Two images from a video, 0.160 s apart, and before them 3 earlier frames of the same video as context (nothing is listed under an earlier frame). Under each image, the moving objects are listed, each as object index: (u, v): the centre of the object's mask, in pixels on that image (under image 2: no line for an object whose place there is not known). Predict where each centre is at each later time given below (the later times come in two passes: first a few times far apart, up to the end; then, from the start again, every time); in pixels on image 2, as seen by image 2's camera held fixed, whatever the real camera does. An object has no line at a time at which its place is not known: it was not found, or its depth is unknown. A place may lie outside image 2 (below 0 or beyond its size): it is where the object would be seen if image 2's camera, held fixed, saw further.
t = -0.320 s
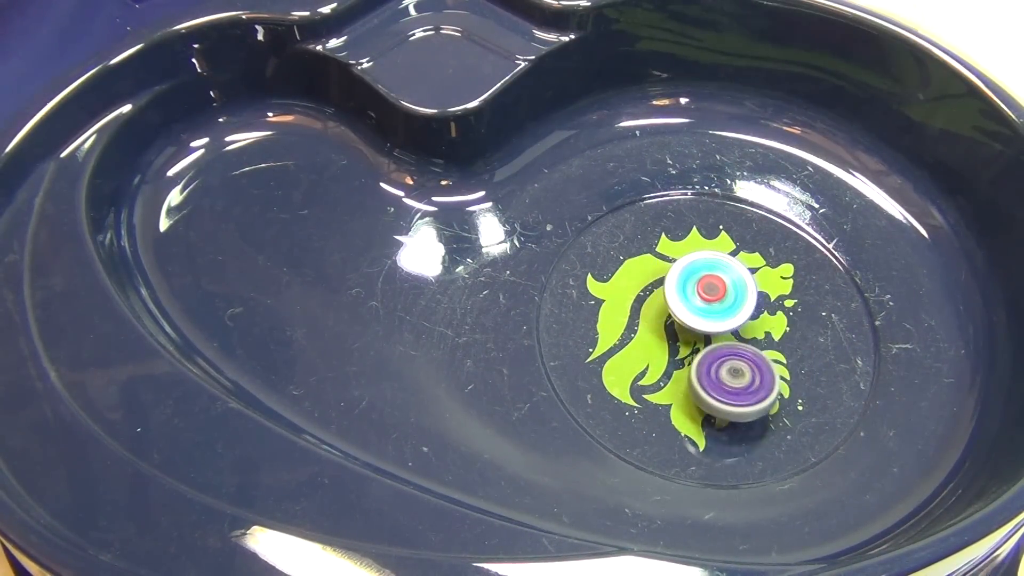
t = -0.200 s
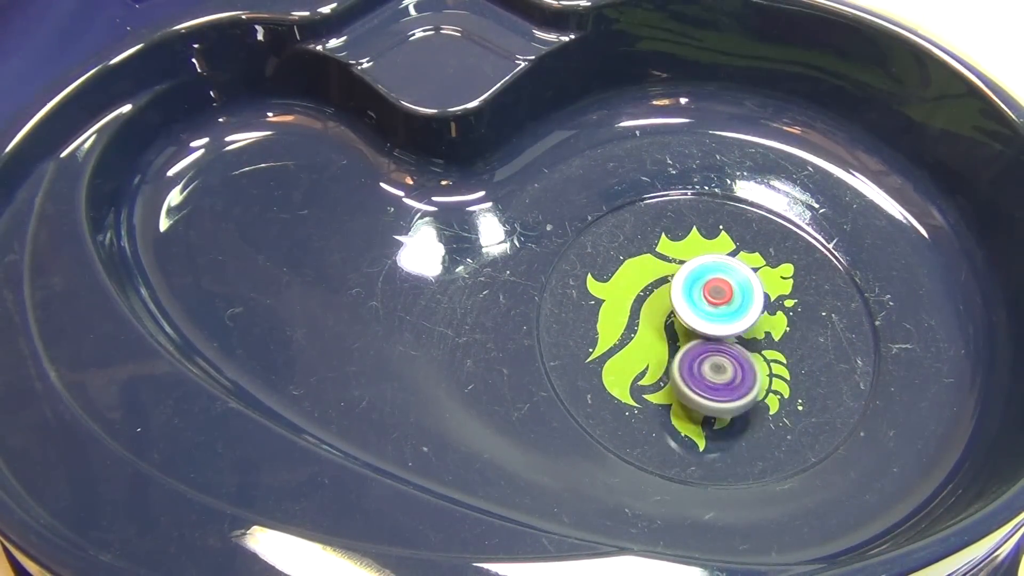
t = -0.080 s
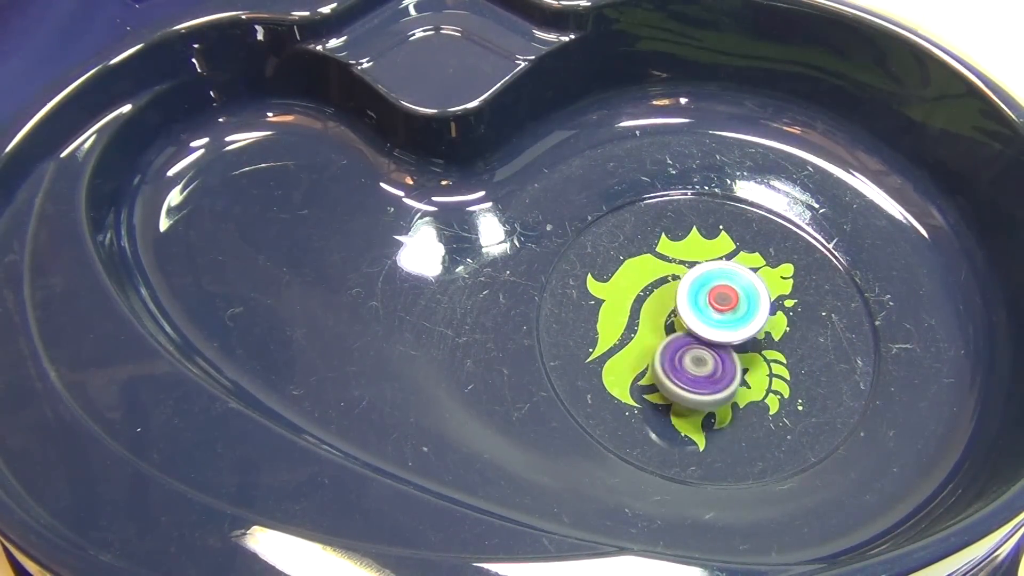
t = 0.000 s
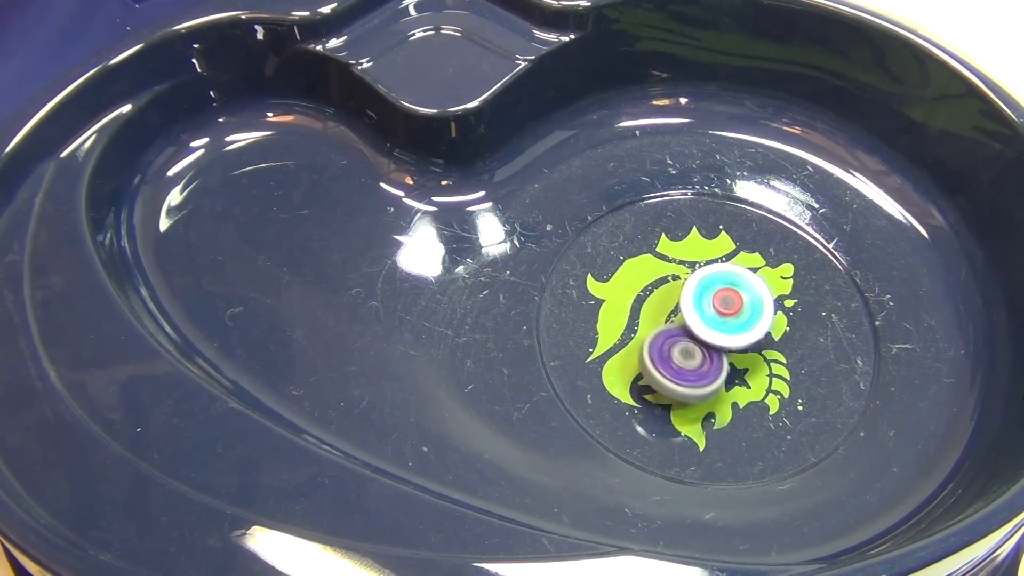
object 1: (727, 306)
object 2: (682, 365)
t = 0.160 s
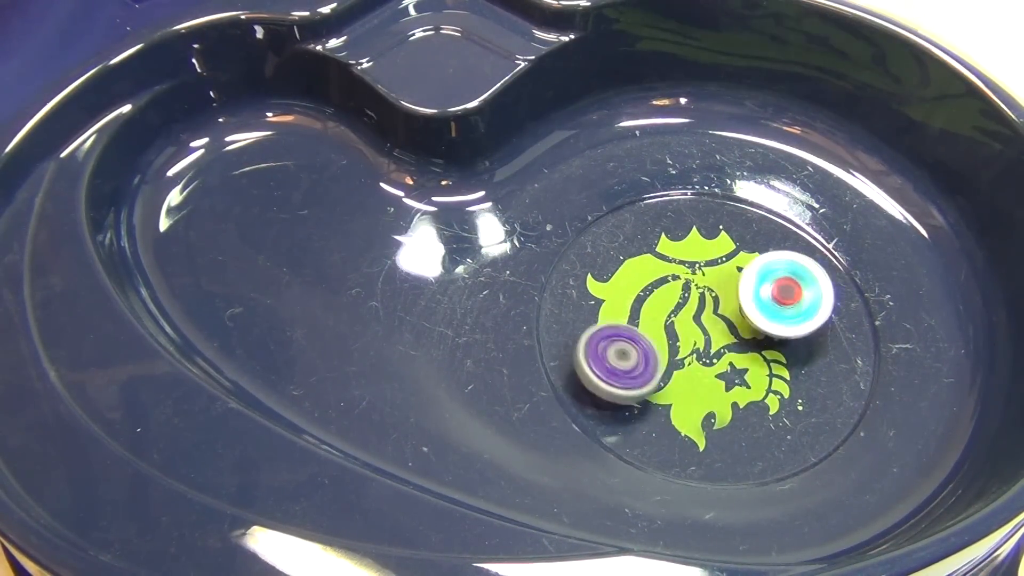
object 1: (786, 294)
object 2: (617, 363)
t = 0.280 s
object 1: (805, 293)
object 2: (603, 344)
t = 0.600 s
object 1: (818, 299)
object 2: (619, 297)
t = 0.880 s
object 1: (795, 322)
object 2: (661, 265)
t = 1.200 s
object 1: (734, 332)
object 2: (721, 254)
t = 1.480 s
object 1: (680, 314)
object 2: (770, 270)
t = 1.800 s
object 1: (654, 282)
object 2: (799, 309)
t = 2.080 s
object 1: (661, 267)
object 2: (794, 348)
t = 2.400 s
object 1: (695, 273)
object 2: (756, 386)
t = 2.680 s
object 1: (725, 302)
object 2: (704, 392)
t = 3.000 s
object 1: (747, 337)
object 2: (636, 365)
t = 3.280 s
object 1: (747, 347)
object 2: (610, 319)
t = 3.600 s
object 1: (717, 340)
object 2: (627, 275)
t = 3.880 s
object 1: (694, 318)
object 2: (666, 251)
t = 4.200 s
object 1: (690, 292)
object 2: (733, 253)
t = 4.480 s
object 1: (705, 284)
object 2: (774, 293)
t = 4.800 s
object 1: (725, 295)
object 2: (792, 341)
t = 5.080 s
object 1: (731, 316)
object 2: (778, 379)
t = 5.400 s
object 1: (712, 326)
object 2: (729, 402)
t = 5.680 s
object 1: (690, 321)
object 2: (676, 392)
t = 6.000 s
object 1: (685, 295)
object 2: (623, 352)
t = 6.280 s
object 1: (694, 282)
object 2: (609, 305)
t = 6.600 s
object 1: (716, 287)
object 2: (633, 264)
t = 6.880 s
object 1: (727, 307)
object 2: (678, 250)
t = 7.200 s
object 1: (718, 328)
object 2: (740, 266)
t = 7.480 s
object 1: (698, 330)
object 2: (775, 310)
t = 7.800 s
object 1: (680, 314)
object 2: (777, 362)
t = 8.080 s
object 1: (684, 297)
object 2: (748, 392)
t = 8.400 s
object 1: (705, 293)
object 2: (692, 392)
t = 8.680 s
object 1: (723, 305)
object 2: (648, 358)
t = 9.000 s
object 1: (724, 327)
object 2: (627, 305)
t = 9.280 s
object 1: (708, 334)
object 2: (645, 267)
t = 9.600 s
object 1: (688, 321)
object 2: (694, 249)
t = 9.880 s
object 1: (686, 302)
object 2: (744, 266)
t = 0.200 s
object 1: (794, 293)
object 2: (609, 358)
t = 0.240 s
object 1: (800, 293)
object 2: (605, 351)
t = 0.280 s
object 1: (805, 293)
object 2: (603, 344)
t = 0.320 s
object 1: (808, 293)
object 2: (603, 338)
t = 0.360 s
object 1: (811, 293)
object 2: (603, 332)
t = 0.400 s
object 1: (813, 293)
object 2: (604, 327)
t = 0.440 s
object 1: (815, 293)
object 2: (605, 320)
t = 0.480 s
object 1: (816, 294)
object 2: (608, 314)
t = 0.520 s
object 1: (817, 295)
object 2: (611, 308)
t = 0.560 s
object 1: (818, 297)
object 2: (615, 302)
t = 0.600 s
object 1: (818, 299)
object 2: (619, 297)
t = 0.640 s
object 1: (817, 302)
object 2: (623, 291)
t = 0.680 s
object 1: (815, 305)
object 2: (628, 286)
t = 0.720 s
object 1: (813, 309)
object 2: (634, 281)
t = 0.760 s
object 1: (809, 312)
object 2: (640, 277)
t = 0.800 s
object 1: (806, 315)
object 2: (647, 272)
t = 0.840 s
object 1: (801, 318)
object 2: (653, 268)
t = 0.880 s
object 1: (795, 322)
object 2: (661, 265)
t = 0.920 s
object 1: (789, 324)
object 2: (667, 262)
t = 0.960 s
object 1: (783, 326)
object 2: (675, 259)
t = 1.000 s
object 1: (776, 328)
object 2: (682, 257)
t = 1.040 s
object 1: (768, 330)
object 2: (689, 256)
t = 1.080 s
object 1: (759, 332)
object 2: (697, 255)
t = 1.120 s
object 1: (751, 333)
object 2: (706, 255)
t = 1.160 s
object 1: (742, 333)
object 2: (713, 254)
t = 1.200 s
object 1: (734, 332)
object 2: (721, 254)
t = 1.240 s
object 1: (725, 331)
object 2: (729, 255)
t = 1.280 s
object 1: (716, 329)
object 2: (735, 256)
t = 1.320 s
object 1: (709, 327)
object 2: (742, 259)
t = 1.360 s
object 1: (701, 325)
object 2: (750, 261)
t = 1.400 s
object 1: (693, 321)
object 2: (757, 264)
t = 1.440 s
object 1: (686, 318)
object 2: (764, 267)
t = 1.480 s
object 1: (680, 314)
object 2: (770, 270)
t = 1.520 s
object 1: (674, 310)
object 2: (775, 274)
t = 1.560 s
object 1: (669, 305)
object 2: (779, 278)
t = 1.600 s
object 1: (665, 301)
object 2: (784, 283)
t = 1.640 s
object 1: (662, 297)
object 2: (788, 288)
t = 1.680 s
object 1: (658, 293)
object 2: (792, 293)
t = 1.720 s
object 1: (656, 289)
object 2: (795, 298)
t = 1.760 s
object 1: (655, 285)
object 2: (797, 303)
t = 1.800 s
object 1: (654, 282)
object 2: (799, 309)
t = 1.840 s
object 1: (653, 278)
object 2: (800, 315)
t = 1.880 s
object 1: (653, 276)
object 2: (801, 321)
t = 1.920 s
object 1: (653, 274)
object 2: (801, 327)
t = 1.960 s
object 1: (654, 272)
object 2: (800, 333)
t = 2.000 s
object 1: (656, 270)
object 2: (798, 338)
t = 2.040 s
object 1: (658, 268)
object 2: (797, 343)
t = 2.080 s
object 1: (661, 267)
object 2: (794, 348)
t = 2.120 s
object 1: (664, 266)
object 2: (791, 354)
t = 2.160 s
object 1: (668, 265)
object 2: (787, 360)
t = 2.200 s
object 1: (672, 265)
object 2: (782, 366)
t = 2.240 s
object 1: (676, 266)
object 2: (778, 371)
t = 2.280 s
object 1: (681, 267)
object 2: (773, 376)
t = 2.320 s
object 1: (686, 268)
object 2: (769, 380)
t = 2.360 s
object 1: (690, 270)
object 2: (762, 383)
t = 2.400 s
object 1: (695, 273)
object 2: (756, 386)
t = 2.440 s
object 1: (700, 276)
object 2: (748, 388)
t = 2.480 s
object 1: (705, 279)
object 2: (741, 391)
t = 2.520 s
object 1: (710, 283)
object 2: (733, 393)
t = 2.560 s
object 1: (714, 287)
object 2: (726, 394)
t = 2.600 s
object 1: (718, 292)
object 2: (719, 394)
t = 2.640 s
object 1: (722, 297)
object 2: (711, 393)
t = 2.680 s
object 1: (725, 302)
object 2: (704, 392)
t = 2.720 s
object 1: (728, 307)
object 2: (696, 390)
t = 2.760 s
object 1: (731, 312)
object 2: (687, 388)
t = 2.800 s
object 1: (732, 318)
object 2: (679, 386)
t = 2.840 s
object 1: (733, 323)
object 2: (673, 384)
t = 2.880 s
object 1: (734, 328)
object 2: (666, 379)
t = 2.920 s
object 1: (734, 333)
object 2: (659, 374)
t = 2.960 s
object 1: (739, 335)
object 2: (647, 370)
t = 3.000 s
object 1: (747, 337)
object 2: (636, 365)
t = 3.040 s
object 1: (753, 340)
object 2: (628, 358)
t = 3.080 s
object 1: (755, 343)
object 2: (621, 351)
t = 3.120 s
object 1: (754, 345)
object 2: (617, 344)
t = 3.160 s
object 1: (753, 345)
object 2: (614, 338)
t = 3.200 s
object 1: (751, 346)
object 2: (612, 332)
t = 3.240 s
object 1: (749, 346)
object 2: (611, 325)
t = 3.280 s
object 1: (747, 347)
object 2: (610, 319)
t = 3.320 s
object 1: (744, 347)
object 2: (610, 312)
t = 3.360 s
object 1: (741, 348)
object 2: (611, 307)
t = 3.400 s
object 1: (737, 347)
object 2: (613, 301)
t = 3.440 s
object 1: (734, 347)
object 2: (615, 295)
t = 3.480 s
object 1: (730, 346)
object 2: (617, 290)
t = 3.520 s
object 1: (726, 345)
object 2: (620, 285)
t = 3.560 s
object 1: (722, 343)
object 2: (623, 280)
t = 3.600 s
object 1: (717, 340)
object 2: (627, 275)
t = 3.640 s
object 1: (713, 338)
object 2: (632, 270)
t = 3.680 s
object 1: (710, 335)
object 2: (637, 267)
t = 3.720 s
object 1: (706, 332)
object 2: (642, 264)
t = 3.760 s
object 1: (702, 329)
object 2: (647, 261)
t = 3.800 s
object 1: (700, 325)
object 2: (653, 257)
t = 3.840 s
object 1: (697, 322)
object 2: (659, 254)
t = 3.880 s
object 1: (694, 318)
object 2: (666, 251)
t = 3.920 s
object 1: (692, 314)
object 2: (673, 248)
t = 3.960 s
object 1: (691, 310)
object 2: (681, 246)
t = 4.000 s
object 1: (689, 307)
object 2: (689, 244)
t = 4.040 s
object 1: (689, 303)
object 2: (698, 244)
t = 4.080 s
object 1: (689, 300)
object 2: (706, 244)
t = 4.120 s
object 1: (689, 297)
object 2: (715, 246)
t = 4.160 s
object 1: (689, 294)
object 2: (724, 249)
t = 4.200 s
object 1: (690, 292)
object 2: (733, 253)
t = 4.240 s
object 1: (691, 290)
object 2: (741, 258)
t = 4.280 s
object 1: (693, 288)
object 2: (748, 262)
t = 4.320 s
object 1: (695, 287)
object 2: (755, 268)
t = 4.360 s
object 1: (697, 285)
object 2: (761, 274)
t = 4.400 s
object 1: (700, 284)
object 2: (766, 280)
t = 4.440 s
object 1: (702, 284)
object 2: (770, 286)
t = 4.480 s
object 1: (705, 284)
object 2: (774, 293)
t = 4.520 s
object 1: (707, 284)
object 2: (778, 299)
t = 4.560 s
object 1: (711, 285)
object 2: (781, 305)
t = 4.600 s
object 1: (713, 286)
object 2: (784, 310)
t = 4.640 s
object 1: (716, 287)
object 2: (787, 317)
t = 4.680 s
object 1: (718, 289)
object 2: (789, 323)
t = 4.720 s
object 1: (721, 291)
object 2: (790, 330)
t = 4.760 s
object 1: (723, 293)
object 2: (791, 336)
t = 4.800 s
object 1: (725, 295)
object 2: (792, 341)
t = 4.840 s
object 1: (727, 298)
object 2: (791, 348)
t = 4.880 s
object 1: (728, 301)
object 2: (790, 354)
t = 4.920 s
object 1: (730, 304)
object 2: (789, 359)
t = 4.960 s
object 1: (730, 307)
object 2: (786, 365)
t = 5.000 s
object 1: (731, 310)
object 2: (784, 370)
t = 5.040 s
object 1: (731, 313)
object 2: (781, 375)
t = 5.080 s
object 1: (731, 316)
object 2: (778, 379)
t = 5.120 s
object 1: (730, 319)
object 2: (774, 383)
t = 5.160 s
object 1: (728, 321)
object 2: (769, 387)
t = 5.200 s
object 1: (727, 324)
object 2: (763, 390)
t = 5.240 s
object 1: (725, 326)
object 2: (757, 394)
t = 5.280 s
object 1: (721, 325)
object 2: (751, 397)
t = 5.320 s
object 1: (718, 325)
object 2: (743, 399)
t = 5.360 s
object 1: (715, 326)
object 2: (736, 402)
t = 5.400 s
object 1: (712, 326)
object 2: (729, 402)
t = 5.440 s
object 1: (709, 327)
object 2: (722, 403)
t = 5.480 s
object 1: (706, 327)
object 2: (714, 403)
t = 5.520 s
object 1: (703, 326)
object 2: (707, 402)
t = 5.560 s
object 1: (699, 326)
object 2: (699, 401)
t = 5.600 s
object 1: (696, 325)
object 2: (692, 399)
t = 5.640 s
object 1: (693, 324)
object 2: (684, 396)
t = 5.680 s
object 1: (690, 321)
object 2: (676, 392)
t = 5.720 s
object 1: (687, 320)
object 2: (669, 388)
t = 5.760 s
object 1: (685, 318)
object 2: (662, 383)
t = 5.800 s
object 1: (683, 315)
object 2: (655, 378)
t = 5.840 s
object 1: (682, 313)
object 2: (648, 373)
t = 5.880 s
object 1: (683, 306)
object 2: (640, 369)
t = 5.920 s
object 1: (685, 301)
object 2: (633, 363)
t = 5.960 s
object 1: (685, 298)
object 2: (627, 358)
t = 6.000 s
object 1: (685, 295)
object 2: (623, 352)
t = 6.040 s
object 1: (685, 292)
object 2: (618, 344)
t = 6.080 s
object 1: (686, 290)
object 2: (615, 338)
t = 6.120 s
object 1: (687, 287)
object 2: (613, 331)
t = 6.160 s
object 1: (688, 286)
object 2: (610, 324)
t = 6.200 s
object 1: (690, 284)
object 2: (609, 317)
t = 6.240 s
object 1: (692, 283)
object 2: (609, 311)
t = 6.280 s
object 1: (694, 282)
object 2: (609, 305)
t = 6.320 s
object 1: (697, 281)
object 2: (610, 299)
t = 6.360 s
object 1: (699, 281)
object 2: (612, 293)
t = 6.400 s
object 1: (702, 281)
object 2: (614, 287)
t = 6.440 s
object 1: (705, 282)
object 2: (617, 281)
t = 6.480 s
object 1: (707, 283)
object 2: (621, 276)
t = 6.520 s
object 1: (711, 284)
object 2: (624, 272)
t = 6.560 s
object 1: (713, 285)
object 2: (629, 268)
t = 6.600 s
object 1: (716, 287)
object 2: (633, 264)
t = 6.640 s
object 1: (718, 289)
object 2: (638, 260)
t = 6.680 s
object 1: (720, 292)
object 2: (644, 257)
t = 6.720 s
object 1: (723, 295)
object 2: (650, 255)
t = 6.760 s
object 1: (724, 298)
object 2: (656, 253)
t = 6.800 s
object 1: (726, 301)
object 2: (663, 251)
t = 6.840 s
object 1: (727, 304)
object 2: (670, 251)
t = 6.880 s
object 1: (727, 307)
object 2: (678, 250)
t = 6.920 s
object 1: (728, 310)
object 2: (685, 250)
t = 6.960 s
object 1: (727, 313)
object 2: (693, 250)
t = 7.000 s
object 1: (727, 316)
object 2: (701, 251)
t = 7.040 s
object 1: (726, 319)
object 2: (709, 253)
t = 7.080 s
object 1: (724, 322)
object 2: (717, 255)
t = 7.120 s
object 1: (722, 324)
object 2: (725, 258)
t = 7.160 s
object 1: (720, 326)
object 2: (732, 261)
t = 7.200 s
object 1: (718, 328)
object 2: (740, 266)
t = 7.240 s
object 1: (716, 329)
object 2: (747, 270)
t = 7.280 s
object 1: (713, 330)
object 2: (753, 276)
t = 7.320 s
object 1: (710, 331)
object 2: (759, 282)
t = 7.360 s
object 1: (707, 331)
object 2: (764, 288)
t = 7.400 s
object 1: (704, 332)
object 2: (769, 295)
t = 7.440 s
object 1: (701, 331)
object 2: (772, 302)
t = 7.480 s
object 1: (698, 330)
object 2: (775, 310)
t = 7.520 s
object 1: (695, 329)
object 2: (778, 317)
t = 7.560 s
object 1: (692, 327)
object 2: (779, 323)
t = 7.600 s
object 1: (688, 325)
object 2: (780, 330)
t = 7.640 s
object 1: (686, 324)
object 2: (781, 337)
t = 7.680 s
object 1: (684, 321)
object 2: (780, 343)
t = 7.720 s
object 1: (683, 319)
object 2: (780, 350)
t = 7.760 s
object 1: (681, 316)
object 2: (779, 356)
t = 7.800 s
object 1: (680, 314)
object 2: (777, 362)
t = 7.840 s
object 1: (679, 311)
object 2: (775, 368)
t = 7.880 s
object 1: (679, 308)
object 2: (772, 373)
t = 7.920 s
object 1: (679, 305)
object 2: (768, 378)
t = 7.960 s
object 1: (680, 303)
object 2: (764, 382)
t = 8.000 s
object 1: (681, 301)
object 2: (759, 386)
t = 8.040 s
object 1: (682, 299)
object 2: (754, 390)
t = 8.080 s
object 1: (684, 297)
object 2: (748, 392)
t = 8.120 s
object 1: (686, 295)
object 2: (742, 395)
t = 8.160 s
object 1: (688, 294)
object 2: (735, 396)
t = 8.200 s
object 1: (690, 293)
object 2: (728, 397)
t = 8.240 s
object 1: (693, 292)
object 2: (721, 398)
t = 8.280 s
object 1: (696, 291)
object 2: (713, 397)
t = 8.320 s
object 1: (699, 291)
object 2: (706, 396)
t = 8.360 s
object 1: (702, 292)
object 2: (699, 394)
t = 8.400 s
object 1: (705, 293)
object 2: (692, 392)
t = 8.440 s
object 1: (708, 294)
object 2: (684, 388)
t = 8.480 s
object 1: (711, 295)
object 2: (678, 384)
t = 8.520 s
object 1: (714, 296)
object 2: (671, 380)
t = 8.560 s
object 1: (717, 298)
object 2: (665, 375)
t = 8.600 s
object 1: (719, 301)
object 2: (659, 369)
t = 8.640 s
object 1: (722, 303)
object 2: (653, 364)
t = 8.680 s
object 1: (723, 305)
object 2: (648, 358)
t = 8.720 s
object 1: (725, 308)
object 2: (643, 352)
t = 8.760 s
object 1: (726, 311)
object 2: (639, 345)
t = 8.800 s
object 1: (727, 314)
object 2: (635, 338)
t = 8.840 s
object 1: (727, 316)
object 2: (632, 332)
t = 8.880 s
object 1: (727, 319)
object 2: (630, 325)
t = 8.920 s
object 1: (726, 322)
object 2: (629, 318)
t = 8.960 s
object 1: (725, 325)
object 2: (628, 311)
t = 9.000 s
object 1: (724, 327)
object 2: (627, 305)
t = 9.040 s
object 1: (722, 329)
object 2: (628, 299)
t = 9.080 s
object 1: (720, 331)
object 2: (629, 293)
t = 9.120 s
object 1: (718, 332)
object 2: (632, 287)
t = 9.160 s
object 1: (716, 333)
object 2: (634, 281)
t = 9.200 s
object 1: (713, 334)
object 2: (637, 276)
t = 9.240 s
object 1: (711, 334)
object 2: (641, 272)
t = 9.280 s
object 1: (708, 334)
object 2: (645, 267)
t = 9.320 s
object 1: (706, 333)
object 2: (650, 263)
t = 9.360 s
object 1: (703, 333)
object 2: (655, 260)
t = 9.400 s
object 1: (700, 331)
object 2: (660, 257)
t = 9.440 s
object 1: (697, 330)
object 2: (666, 254)
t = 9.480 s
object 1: (694, 328)
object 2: (673, 252)
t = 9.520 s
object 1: (692, 326)
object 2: (679, 250)
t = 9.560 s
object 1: (690, 323)
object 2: (686, 249)
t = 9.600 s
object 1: (688, 321)
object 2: (694, 249)
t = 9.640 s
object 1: (687, 318)
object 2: (700, 249)
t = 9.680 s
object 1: (686, 315)
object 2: (708, 249)
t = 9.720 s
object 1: (685, 313)
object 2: (716, 251)
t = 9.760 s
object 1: (685, 310)
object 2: (723, 254)
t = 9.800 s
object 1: (685, 308)
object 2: (730, 257)
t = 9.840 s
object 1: (685, 305)
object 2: (737, 261)
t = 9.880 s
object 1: (686, 302)
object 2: (744, 266)
